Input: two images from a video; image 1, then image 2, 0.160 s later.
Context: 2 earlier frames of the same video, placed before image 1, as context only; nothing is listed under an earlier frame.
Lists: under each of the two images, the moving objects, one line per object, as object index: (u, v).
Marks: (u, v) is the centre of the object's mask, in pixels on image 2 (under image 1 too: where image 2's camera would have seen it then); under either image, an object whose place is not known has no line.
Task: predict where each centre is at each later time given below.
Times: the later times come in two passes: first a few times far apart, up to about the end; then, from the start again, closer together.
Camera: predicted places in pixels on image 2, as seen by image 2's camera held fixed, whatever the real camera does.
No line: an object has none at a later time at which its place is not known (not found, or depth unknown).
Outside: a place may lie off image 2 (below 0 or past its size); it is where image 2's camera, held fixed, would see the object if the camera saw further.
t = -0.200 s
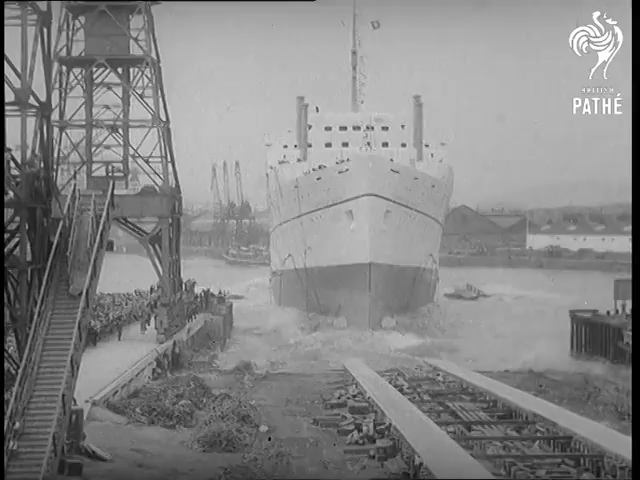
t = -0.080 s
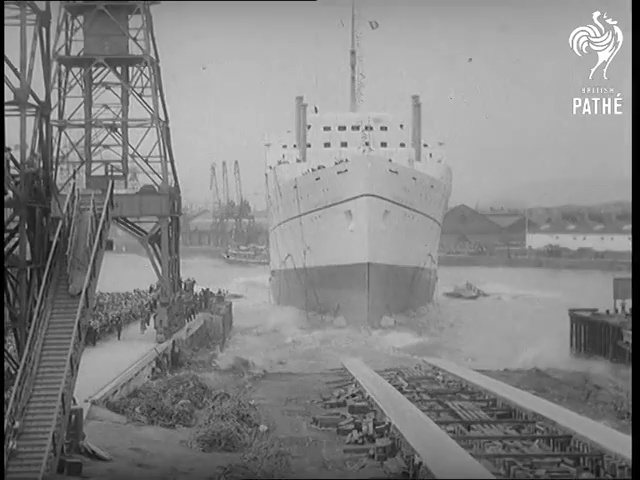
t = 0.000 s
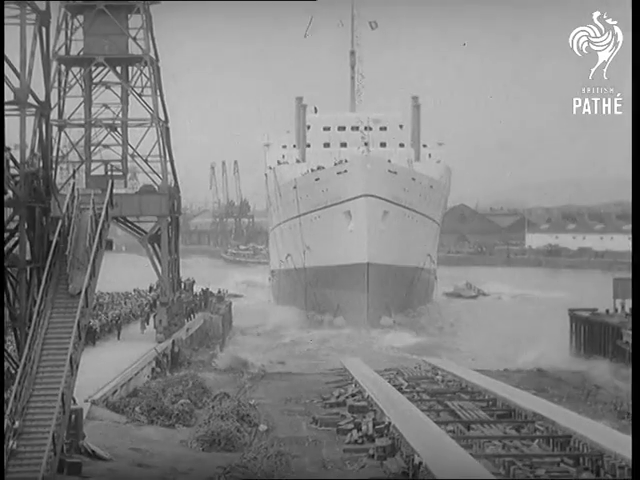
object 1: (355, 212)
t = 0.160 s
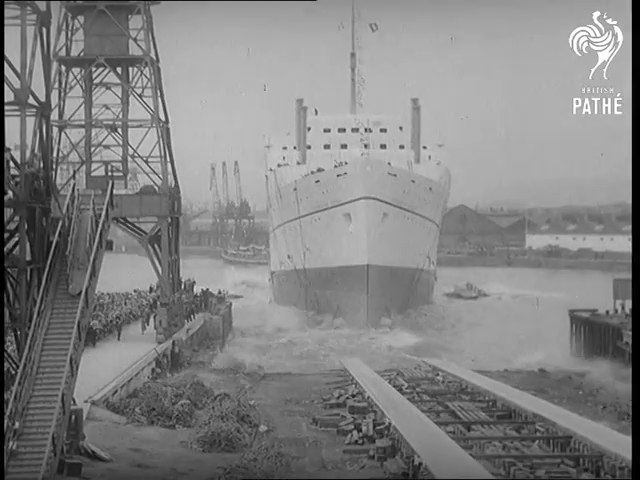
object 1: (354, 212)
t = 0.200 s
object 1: (354, 212)
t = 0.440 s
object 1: (354, 212)
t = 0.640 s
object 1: (354, 212)
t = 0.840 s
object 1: (354, 212)
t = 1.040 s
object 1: (354, 213)
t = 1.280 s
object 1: (353, 213)
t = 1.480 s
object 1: (353, 214)
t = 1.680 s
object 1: (355, 213)
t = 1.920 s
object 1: (355, 212)
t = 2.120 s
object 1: (354, 213)
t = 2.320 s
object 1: (353, 213)
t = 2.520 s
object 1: (354, 209)
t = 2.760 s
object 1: (354, 209)
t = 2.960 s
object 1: (354, 208)
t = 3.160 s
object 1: (354, 208)
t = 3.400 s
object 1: (353, 208)
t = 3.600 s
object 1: (353, 208)
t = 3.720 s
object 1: (352, 209)
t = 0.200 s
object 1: (354, 212)
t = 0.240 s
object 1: (354, 212)
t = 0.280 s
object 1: (354, 212)
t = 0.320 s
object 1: (354, 213)
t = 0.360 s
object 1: (354, 212)
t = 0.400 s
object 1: (354, 213)
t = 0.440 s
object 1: (354, 212)
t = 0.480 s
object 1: (354, 212)
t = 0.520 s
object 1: (354, 213)
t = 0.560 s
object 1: (354, 212)
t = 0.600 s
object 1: (354, 212)
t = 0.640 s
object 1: (354, 212)
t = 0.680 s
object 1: (354, 212)
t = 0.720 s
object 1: (354, 212)
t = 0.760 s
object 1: (354, 212)
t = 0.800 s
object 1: (354, 213)
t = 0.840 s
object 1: (354, 212)
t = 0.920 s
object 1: (354, 213)
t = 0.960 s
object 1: (354, 213)
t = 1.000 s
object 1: (354, 213)
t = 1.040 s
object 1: (354, 213)
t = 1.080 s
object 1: (354, 213)
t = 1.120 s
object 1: (354, 213)
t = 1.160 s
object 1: (354, 213)
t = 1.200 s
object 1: (353, 214)
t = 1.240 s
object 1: (354, 213)
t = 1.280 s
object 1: (353, 213)
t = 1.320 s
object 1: (353, 214)
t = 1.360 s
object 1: (353, 214)
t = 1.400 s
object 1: (354, 214)
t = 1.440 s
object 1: (353, 214)
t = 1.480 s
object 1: (353, 214)
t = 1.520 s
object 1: (354, 214)
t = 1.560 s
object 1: (354, 214)
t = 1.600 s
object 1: (354, 214)
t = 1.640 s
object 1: (354, 214)
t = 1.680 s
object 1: (355, 213)
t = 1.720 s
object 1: (355, 212)
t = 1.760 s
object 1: (355, 212)
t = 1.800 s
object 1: (355, 213)
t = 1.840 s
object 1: (355, 213)
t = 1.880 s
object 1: (354, 212)
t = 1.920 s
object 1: (355, 212)
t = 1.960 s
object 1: (354, 213)
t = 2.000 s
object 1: (354, 213)
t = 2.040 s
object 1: (354, 213)
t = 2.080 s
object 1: (354, 212)
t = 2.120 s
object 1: (354, 213)
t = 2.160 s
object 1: (353, 214)
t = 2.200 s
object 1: (353, 214)
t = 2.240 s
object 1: (354, 211)
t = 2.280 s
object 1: (353, 213)
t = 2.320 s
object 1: (353, 213)
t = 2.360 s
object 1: (353, 213)
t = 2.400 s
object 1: (355, 210)
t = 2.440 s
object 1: (355, 209)
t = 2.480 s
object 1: (355, 208)
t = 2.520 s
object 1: (354, 209)
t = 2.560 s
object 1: (354, 209)
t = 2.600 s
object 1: (355, 209)
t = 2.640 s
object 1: (354, 209)
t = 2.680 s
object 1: (354, 209)
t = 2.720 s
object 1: (354, 208)
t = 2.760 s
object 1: (354, 209)
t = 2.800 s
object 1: (354, 209)
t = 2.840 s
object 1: (354, 209)
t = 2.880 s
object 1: (354, 208)
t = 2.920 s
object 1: (354, 208)
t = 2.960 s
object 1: (354, 208)
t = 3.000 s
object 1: (353, 208)
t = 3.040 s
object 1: (353, 207)
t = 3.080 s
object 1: (353, 207)
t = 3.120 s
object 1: (354, 207)
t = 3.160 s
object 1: (354, 208)
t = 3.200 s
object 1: (354, 208)
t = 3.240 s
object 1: (353, 208)
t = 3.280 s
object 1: (353, 209)
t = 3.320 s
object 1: (353, 208)
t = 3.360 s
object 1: (353, 209)
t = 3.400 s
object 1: (353, 208)
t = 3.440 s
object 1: (353, 209)
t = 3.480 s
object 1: (353, 208)
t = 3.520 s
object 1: (351, 207)
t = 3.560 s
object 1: (352, 208)
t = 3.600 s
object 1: (353, 208)
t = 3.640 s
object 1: (353, 208)
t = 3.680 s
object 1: (352, 209)
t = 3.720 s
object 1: (352, 209)
